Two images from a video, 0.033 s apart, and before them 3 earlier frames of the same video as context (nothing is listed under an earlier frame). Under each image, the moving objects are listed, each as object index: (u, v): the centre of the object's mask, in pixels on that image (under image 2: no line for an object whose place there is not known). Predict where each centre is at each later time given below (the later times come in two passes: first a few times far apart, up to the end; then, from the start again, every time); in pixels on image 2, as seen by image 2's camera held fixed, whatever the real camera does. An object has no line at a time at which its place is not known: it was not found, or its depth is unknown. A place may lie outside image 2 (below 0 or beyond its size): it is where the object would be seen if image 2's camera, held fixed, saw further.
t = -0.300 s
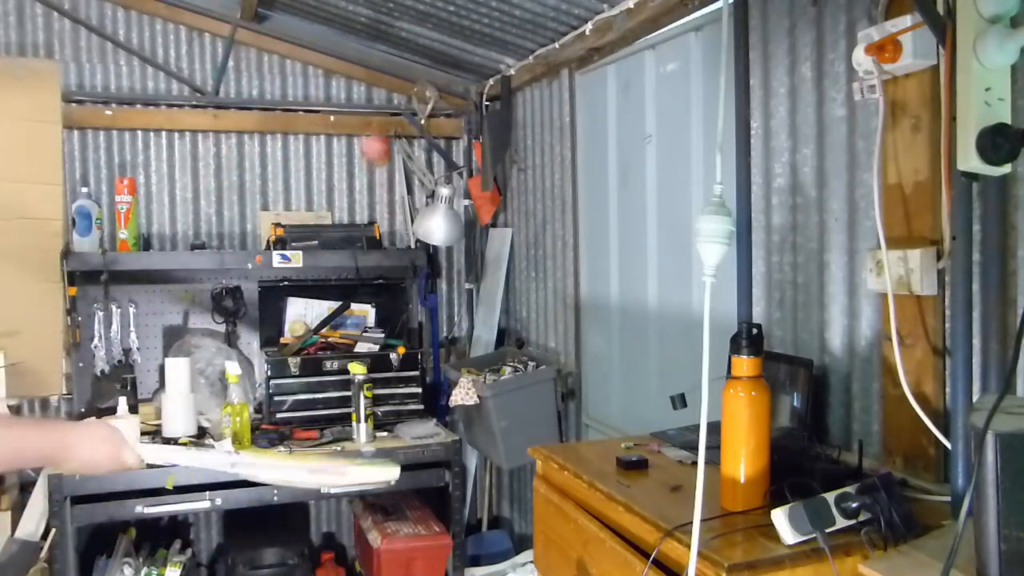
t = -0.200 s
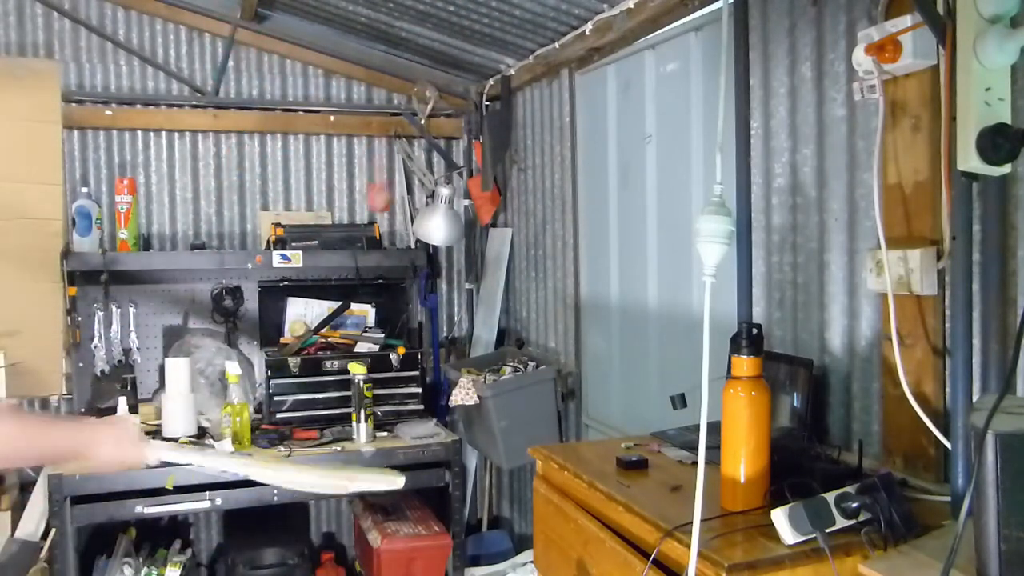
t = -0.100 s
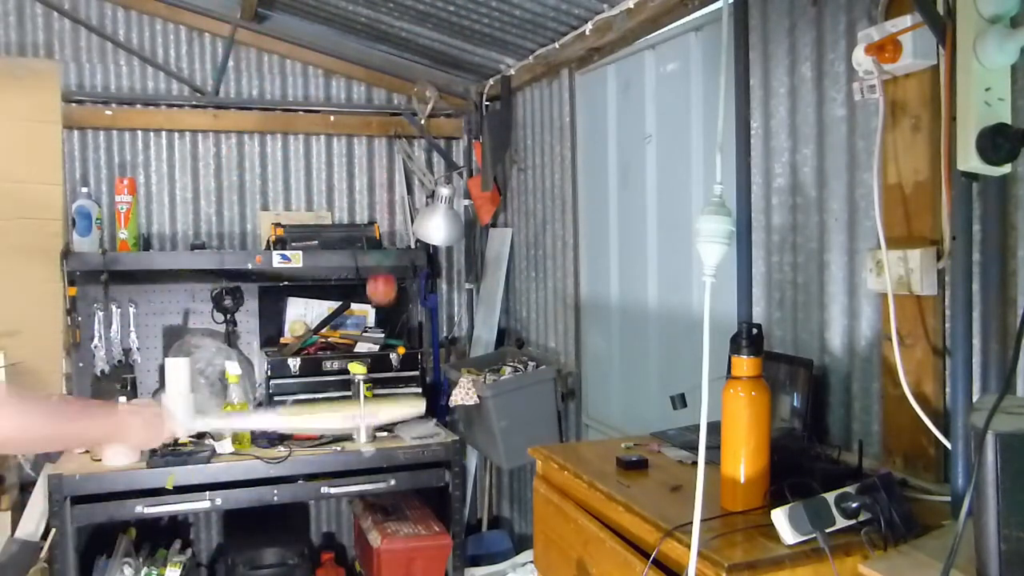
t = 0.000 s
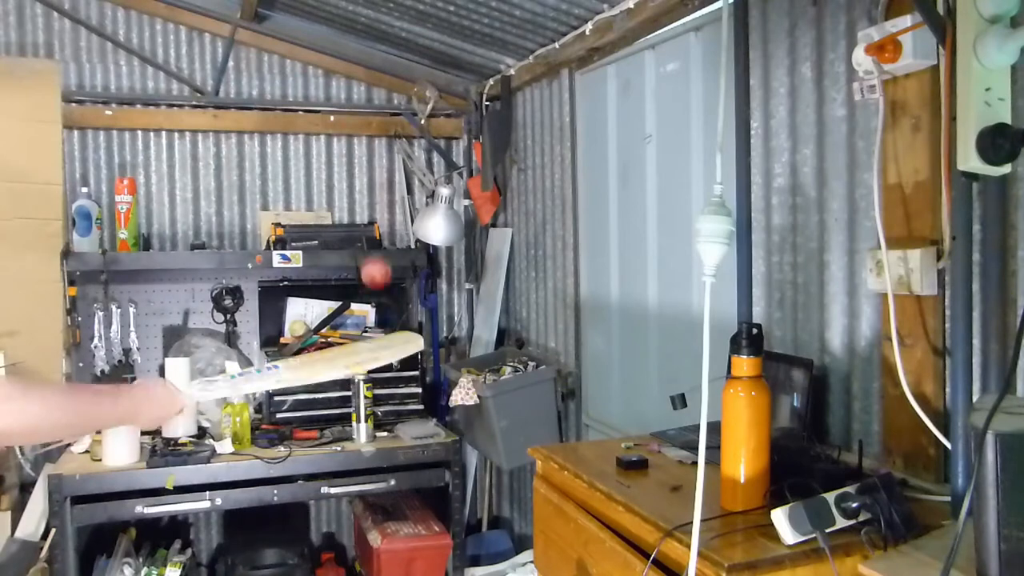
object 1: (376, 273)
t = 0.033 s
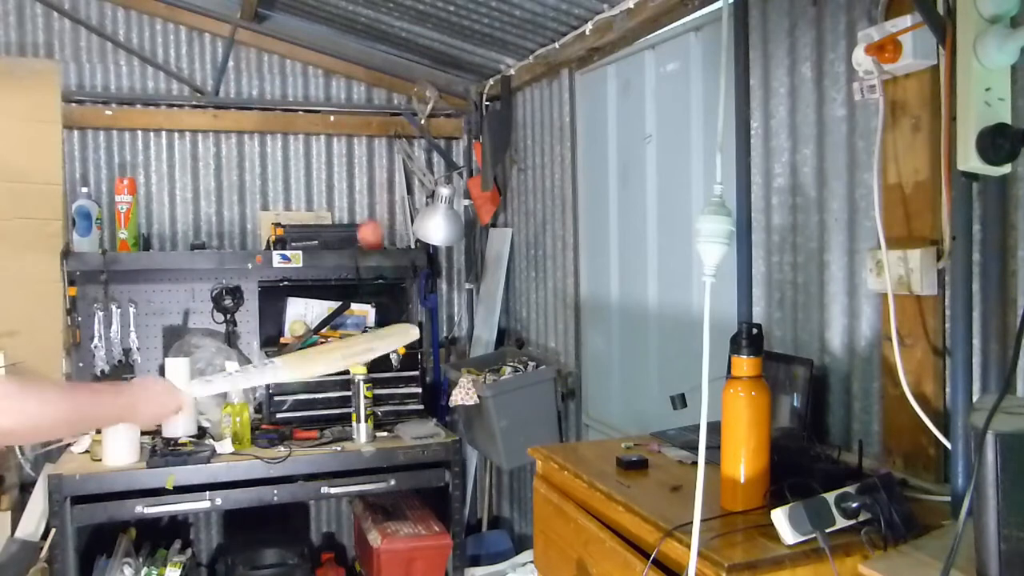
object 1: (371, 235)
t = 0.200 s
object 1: (348, 89)
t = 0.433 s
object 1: (317, 90)
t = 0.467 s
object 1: (312, 111)
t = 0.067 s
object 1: (369, 197)
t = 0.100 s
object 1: (364, 164)
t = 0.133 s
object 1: (359, 136)
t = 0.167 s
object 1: (354, 109)
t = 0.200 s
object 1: (348, 89)
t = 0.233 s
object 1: (344, 73)
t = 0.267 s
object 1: (340, 63)
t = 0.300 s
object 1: (335, 58)
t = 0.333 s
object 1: (331, 56)
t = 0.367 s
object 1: (327, 60)
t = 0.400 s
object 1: (322, 72)
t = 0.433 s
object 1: (317, 90)
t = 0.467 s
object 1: (312, 111)
